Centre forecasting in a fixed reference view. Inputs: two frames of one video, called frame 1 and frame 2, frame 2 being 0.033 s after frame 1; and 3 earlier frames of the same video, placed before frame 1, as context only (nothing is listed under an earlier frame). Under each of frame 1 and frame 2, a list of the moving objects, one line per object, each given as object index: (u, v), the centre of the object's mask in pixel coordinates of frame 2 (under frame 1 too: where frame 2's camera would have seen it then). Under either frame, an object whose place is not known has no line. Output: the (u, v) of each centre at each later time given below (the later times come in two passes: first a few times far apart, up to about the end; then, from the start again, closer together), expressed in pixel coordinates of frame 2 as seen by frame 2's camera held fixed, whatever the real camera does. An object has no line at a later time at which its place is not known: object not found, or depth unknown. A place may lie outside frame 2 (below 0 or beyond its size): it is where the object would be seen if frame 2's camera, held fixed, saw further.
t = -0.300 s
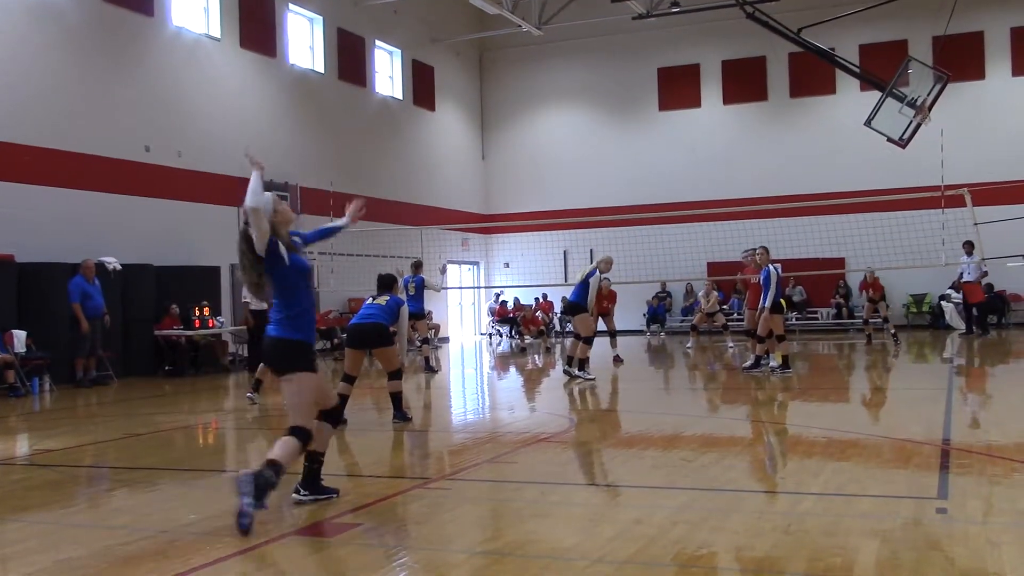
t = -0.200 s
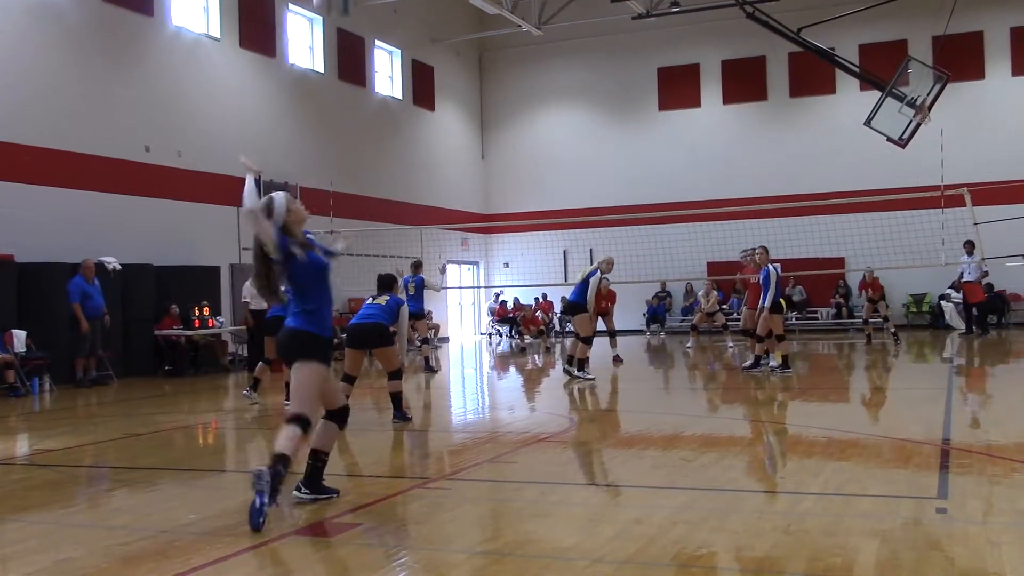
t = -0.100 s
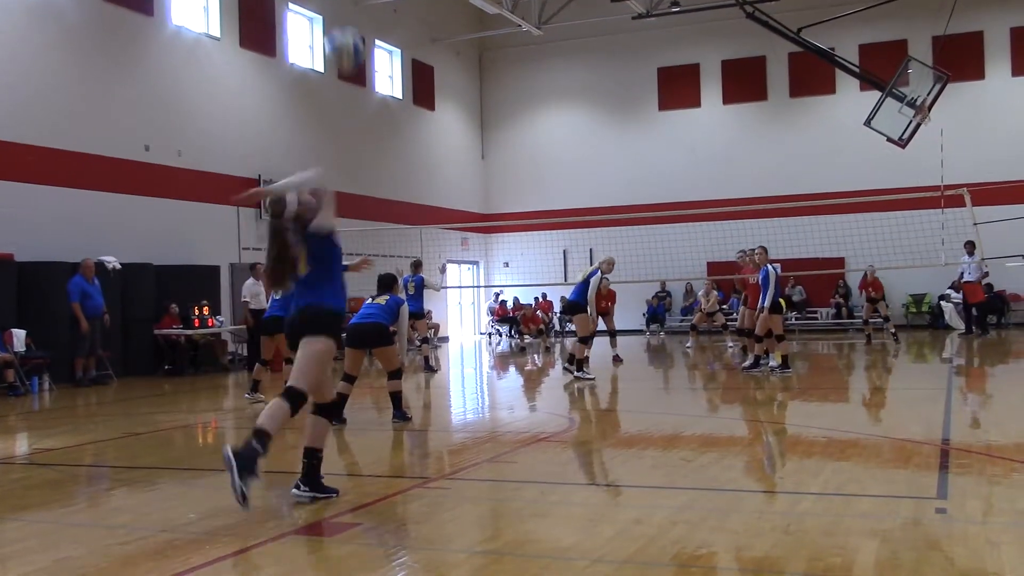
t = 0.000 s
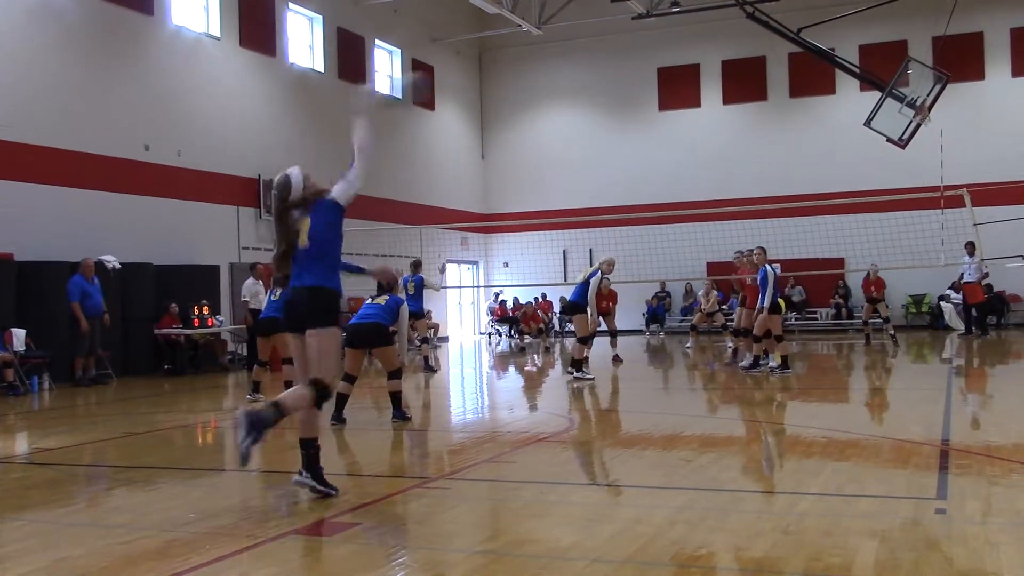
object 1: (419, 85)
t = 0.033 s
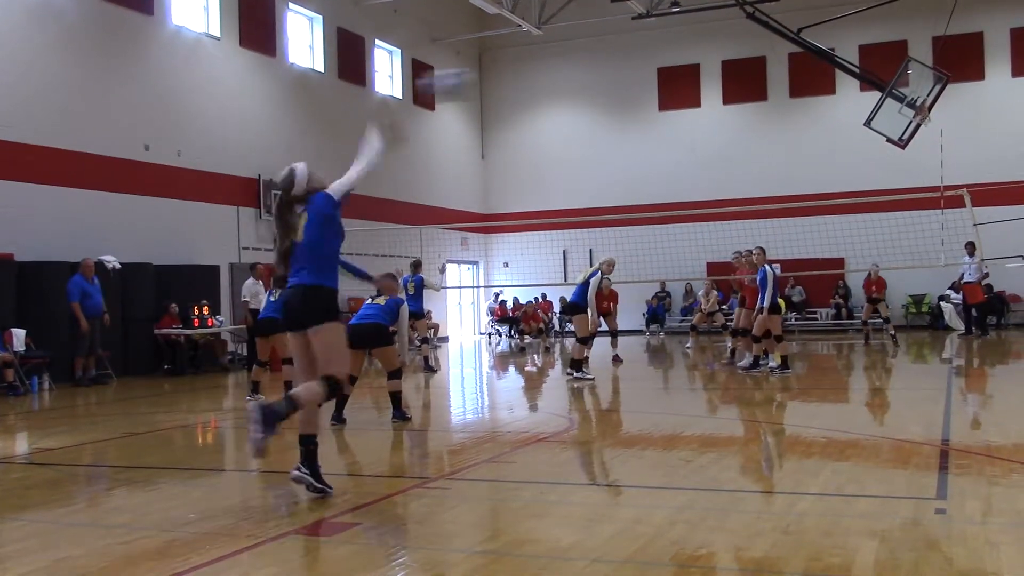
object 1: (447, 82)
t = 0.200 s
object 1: (635, 89)
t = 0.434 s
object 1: (784, 151)
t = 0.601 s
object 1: (851, 208)
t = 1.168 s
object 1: (900, 300)
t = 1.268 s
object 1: (903, 333)
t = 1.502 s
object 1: (907, 326)
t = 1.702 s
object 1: (908, 300)
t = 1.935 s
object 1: (911, 310)
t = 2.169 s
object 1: (919, 370)
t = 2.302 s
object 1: (921, 350)
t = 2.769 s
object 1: (941, 352)
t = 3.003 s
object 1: (954, 363)
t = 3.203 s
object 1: (964, 347)
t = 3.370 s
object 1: (974, 366)
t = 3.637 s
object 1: (996, 370)
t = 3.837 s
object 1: (1011, 377)
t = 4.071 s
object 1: (1030, 388)
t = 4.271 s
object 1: (1045, 391)
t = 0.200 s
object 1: (635, 89)
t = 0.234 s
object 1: (666, 97)
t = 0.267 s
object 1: (685, 102)
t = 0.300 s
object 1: (710, 112)
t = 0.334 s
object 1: (730, 121)
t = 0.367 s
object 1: (748, 129)
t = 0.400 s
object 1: (767, 141)
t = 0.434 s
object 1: (784, 151)
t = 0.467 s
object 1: (799, 162)
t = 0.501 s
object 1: (814, 174)
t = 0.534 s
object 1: (827, 185)
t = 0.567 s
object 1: (839, 196)
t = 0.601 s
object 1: (851, 208)
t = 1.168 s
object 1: (900, 300)
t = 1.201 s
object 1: (900, 312)
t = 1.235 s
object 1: (902, 323)
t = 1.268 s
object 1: (903, 333)
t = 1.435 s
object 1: (905, 342)
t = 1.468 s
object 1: (905, 334)
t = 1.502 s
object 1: (907, 326)
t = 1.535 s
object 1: (907, 321)
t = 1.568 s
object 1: (907, 314)
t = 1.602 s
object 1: (907, 308)
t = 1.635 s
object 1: (908, 307)
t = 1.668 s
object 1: (908, 303)
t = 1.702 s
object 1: (908, 300)
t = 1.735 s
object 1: (908, 299)
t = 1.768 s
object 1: (908, 299)
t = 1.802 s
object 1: (909, 299)
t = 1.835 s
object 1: (909, 301)
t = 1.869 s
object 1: (911, 303)
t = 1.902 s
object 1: (912, 306)
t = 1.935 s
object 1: (911, 310)
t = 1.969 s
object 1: (913, 316)
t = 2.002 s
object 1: (913, 321)
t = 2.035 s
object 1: (913, 327)
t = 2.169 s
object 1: (919, 370)
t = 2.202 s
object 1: (919, 375)
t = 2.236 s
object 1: (919, 366)
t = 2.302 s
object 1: (921, 350)
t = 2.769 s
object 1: (941, 352)
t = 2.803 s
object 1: (944, 361)
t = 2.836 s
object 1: (946, 370)
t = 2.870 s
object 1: (946, 379)
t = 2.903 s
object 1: (949, 378)
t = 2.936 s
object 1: (950, 375)
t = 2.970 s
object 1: (953, 368)
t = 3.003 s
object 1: (954, 363)
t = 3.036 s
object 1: (955, 359)
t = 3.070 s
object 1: (956, 353)
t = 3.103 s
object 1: (958, 351)
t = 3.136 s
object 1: (961, 349)
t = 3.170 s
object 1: (962, 346)
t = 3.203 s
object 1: (964, 347)
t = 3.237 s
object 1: (967, 348)
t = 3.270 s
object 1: (969, 350)
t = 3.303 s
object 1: (972, 354)
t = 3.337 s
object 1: (973, 358)
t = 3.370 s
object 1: (974, 366)
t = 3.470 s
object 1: (985, 393)
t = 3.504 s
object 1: (987, 390)
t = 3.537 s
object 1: (990, 384)
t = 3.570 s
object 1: (992, 378)
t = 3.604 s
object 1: (993, 373)
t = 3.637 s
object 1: (996, 370)
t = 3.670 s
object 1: (998, 368)
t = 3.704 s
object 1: (1001, 367)
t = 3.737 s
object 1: (1002, 367)
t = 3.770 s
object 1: (1006, 369)
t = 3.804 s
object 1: (1009, 372)
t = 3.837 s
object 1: (1011, 377)
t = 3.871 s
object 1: (1014, 382)
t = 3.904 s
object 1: (1017, 390)
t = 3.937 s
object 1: (1021, 398)
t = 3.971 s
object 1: (1024, 403)
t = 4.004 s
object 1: (1026, 397)
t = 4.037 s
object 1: (1028, 391)
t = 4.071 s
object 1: (1030, 388)
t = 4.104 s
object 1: (1033, 385)
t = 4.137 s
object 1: (1036, 384)
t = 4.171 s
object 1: (1038, 383)
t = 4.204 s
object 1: (1040, 385)
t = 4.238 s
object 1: (1043, 387)
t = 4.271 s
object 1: (1045, 391)
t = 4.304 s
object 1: (1051, 396)
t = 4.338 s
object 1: (1052, 403)
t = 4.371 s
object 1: (1056, 410)
